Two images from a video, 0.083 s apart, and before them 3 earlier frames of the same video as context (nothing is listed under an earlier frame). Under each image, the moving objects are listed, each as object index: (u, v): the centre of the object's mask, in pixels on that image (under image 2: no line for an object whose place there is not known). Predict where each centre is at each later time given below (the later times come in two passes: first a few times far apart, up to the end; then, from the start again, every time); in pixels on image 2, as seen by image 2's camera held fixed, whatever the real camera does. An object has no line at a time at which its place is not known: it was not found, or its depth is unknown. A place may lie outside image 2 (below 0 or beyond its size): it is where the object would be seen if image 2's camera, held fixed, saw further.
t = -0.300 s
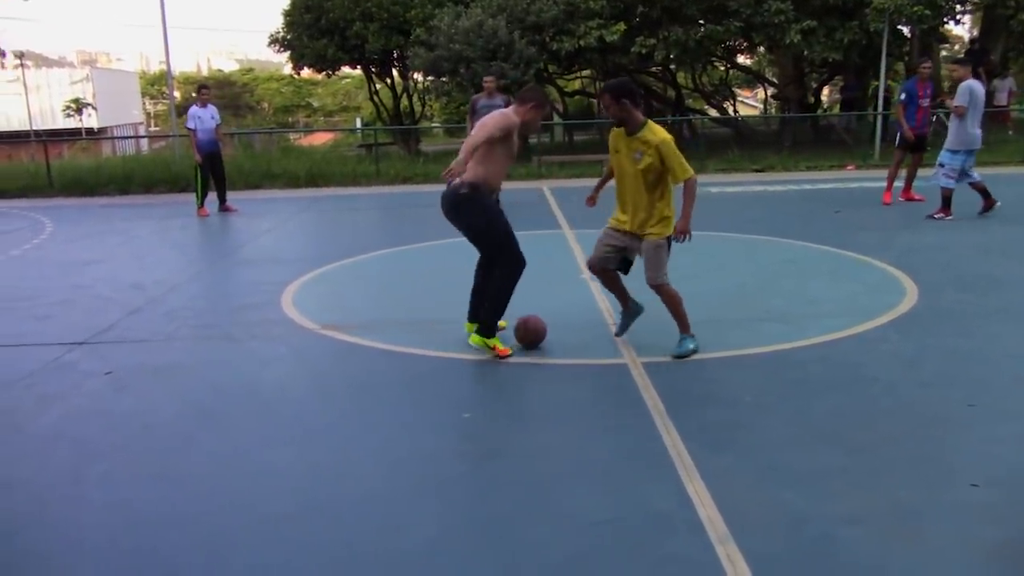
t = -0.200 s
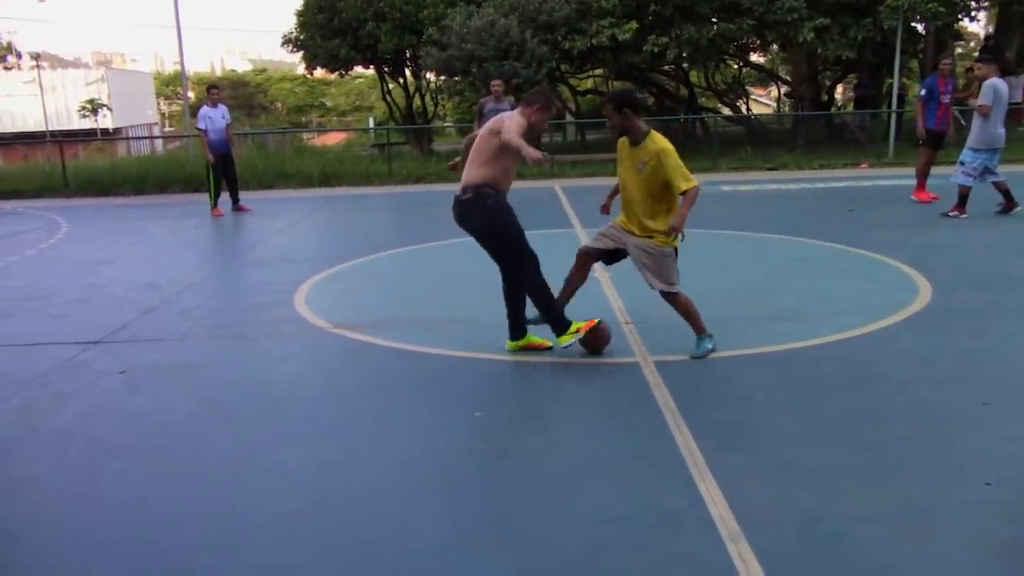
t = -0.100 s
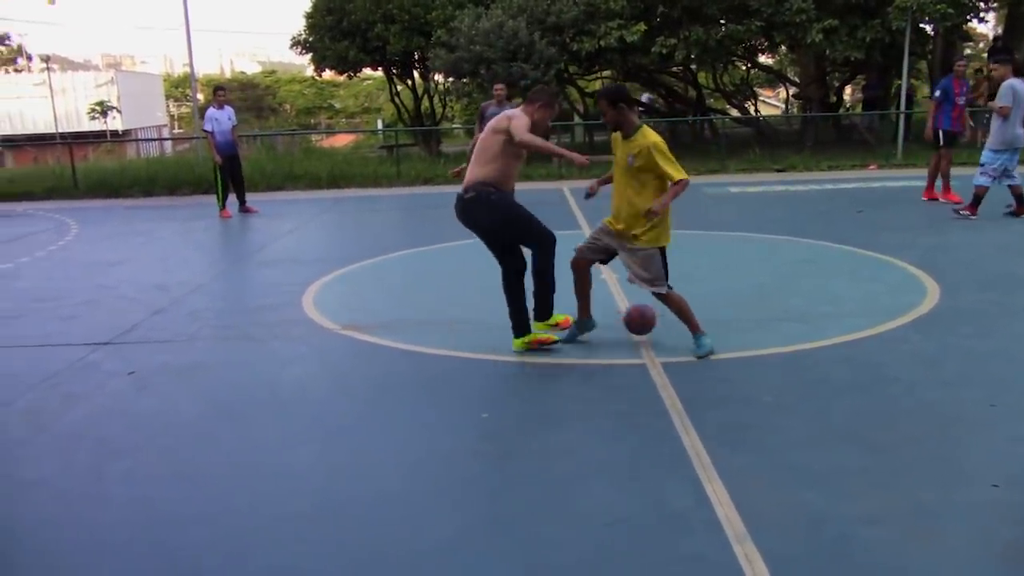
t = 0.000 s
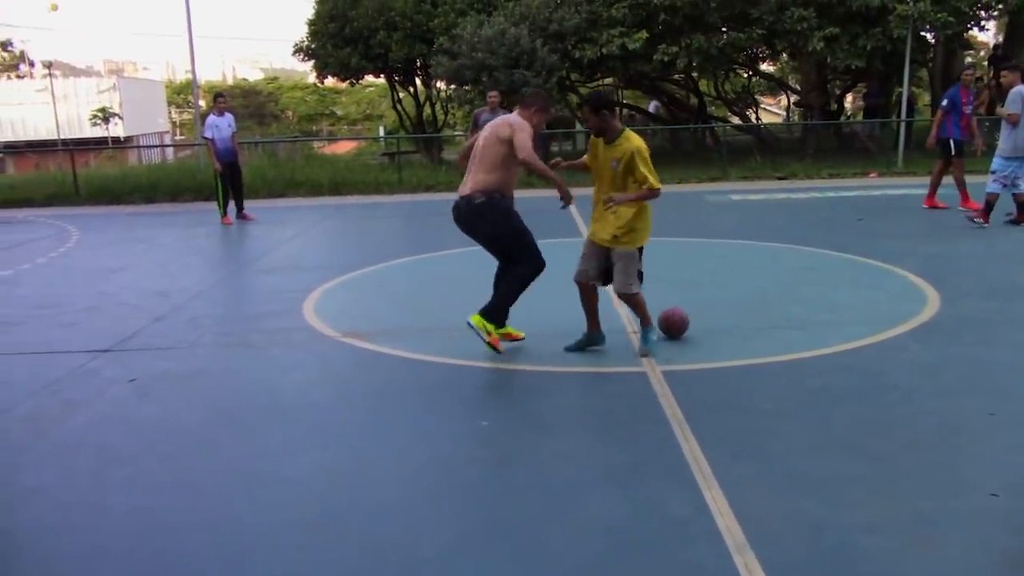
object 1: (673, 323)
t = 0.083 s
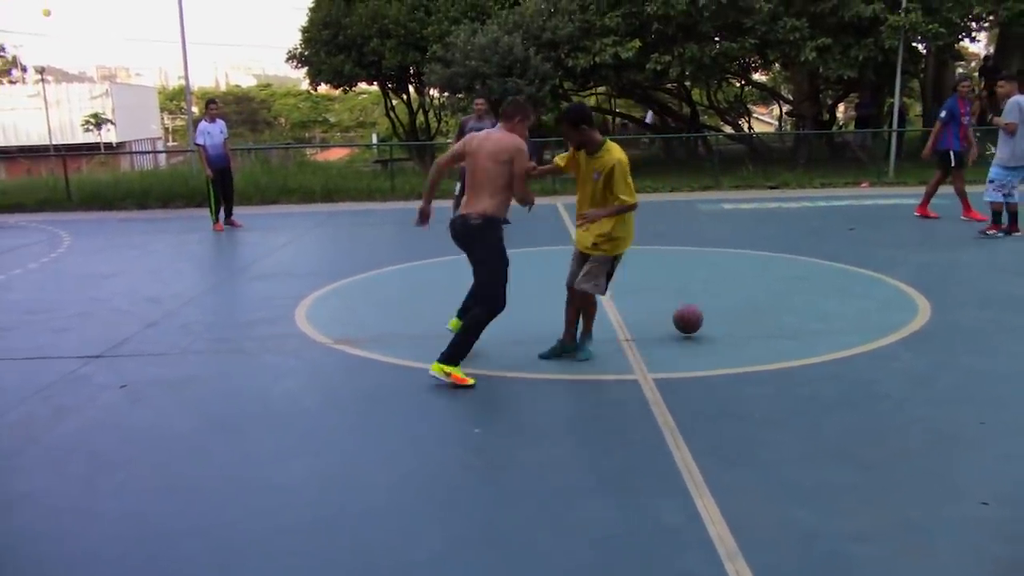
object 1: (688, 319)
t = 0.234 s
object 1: (724, 309)
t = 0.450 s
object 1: (770, 294)
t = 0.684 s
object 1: (812, 280)
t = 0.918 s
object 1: (849, 265)
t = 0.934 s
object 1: (851, 265)
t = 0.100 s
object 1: (692, 318)
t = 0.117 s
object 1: (696, 317)
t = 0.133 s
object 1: (700, 316)
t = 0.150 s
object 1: (704, 316)
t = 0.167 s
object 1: (709, 316)
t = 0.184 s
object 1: (713, 314)
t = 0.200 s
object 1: (716, 312)
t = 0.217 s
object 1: (720, 311)
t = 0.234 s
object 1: (724, 309)
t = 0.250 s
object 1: (728, 308)
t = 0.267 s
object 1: (731, 307)
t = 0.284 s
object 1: (735, 306)
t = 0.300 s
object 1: (739, 304)
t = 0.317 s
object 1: (743, 303)
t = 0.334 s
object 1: (746, 303)
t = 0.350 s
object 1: (750, 301)
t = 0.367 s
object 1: (753, 300)
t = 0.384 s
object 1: (757, 299)
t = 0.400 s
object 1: (760, 298)
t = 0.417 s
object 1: (763, 296)
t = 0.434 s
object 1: (767, 295)
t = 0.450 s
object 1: (770, 294)
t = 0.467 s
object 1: (773, 293)
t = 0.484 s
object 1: (776, 292)
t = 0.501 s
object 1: (780, 291)
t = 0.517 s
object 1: (783, 290)
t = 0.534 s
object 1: (786, 288)
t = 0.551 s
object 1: (790, 288)
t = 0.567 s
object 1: (792, 286)
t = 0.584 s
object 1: (795, 285)
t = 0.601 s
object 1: (798, 284)
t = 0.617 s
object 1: (801, 283)
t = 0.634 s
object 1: (804, 282)
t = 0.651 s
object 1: (807, 282)
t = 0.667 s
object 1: (810, 280)
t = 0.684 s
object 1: (812, 280)
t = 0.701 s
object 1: (815, 279)
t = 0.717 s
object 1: (818, 277)
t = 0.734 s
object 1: (821, 277)
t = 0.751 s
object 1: (824, 275)
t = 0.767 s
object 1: (826, 275)
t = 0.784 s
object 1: (829, 273)
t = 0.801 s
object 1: (831, 272)
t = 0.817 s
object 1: (834, 272)
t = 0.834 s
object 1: (836, 271)
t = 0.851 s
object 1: (839, 270)
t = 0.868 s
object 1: (841, 269)
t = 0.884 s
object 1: (844, 268)
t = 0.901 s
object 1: (846, 266)
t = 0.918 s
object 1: (849, 265)
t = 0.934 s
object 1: (851, 265)
